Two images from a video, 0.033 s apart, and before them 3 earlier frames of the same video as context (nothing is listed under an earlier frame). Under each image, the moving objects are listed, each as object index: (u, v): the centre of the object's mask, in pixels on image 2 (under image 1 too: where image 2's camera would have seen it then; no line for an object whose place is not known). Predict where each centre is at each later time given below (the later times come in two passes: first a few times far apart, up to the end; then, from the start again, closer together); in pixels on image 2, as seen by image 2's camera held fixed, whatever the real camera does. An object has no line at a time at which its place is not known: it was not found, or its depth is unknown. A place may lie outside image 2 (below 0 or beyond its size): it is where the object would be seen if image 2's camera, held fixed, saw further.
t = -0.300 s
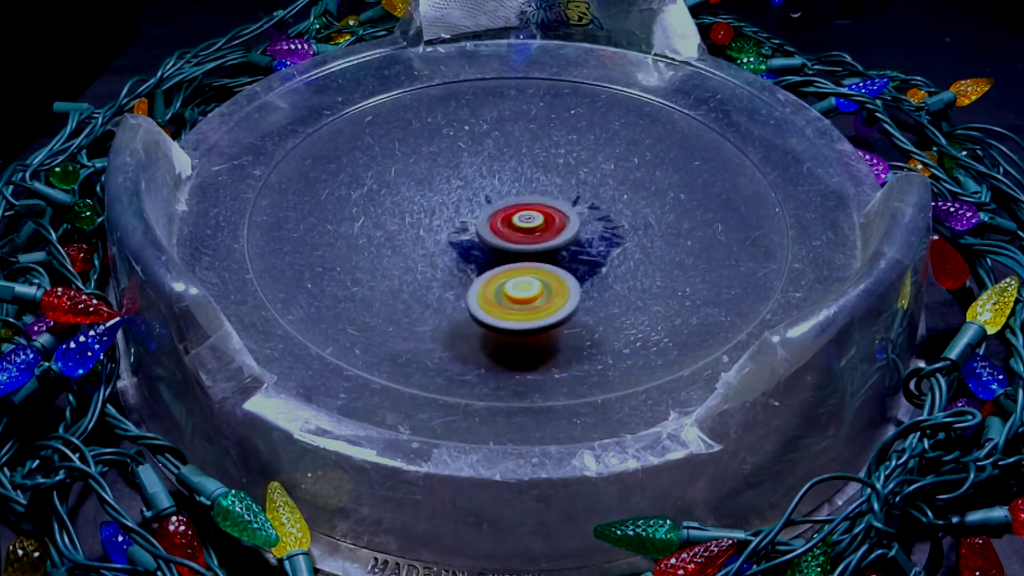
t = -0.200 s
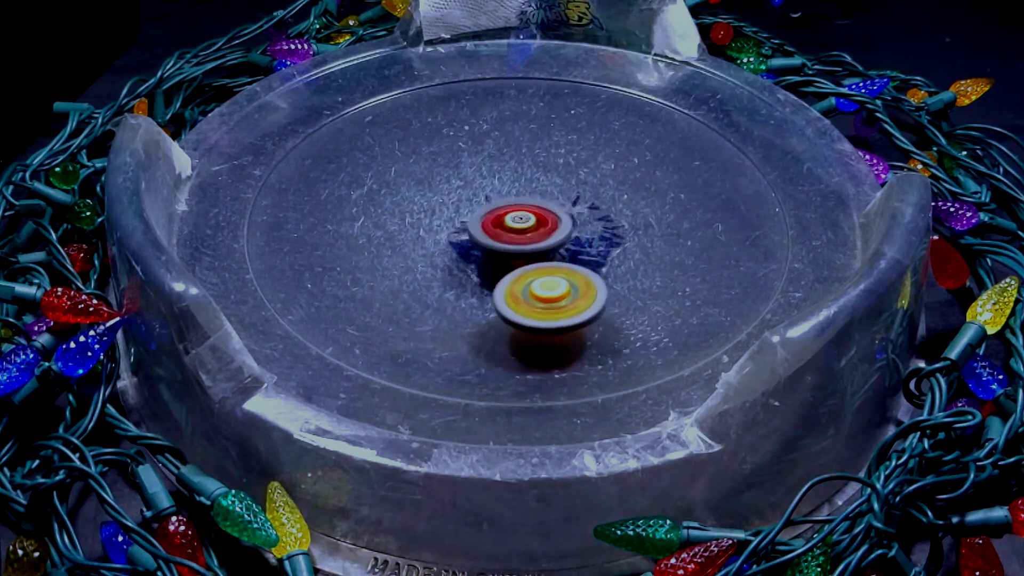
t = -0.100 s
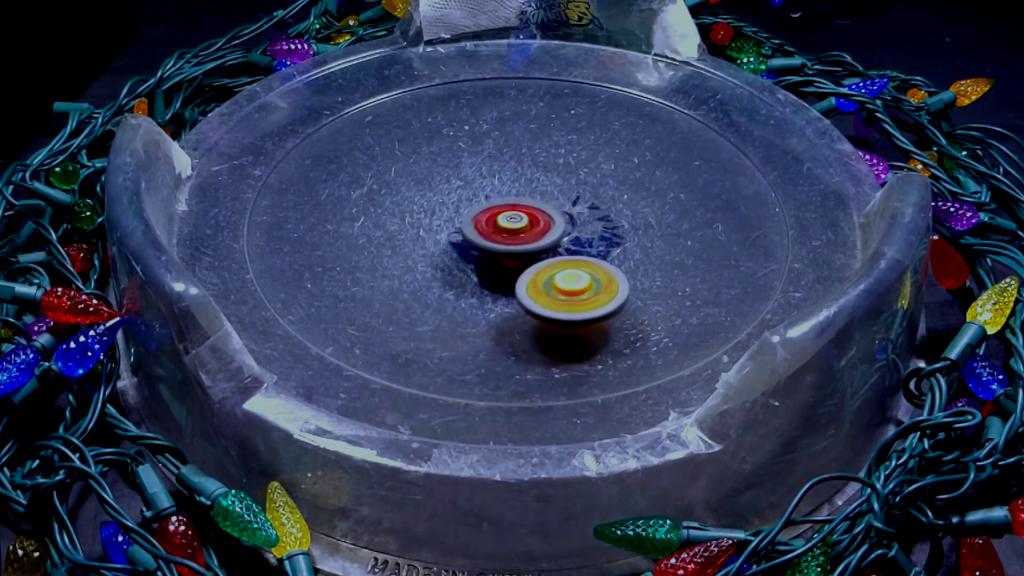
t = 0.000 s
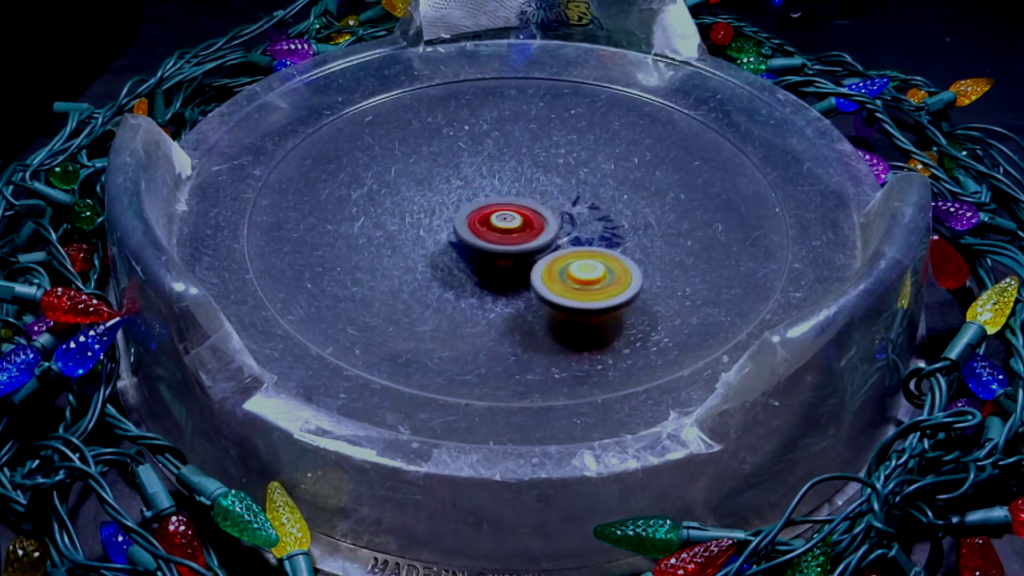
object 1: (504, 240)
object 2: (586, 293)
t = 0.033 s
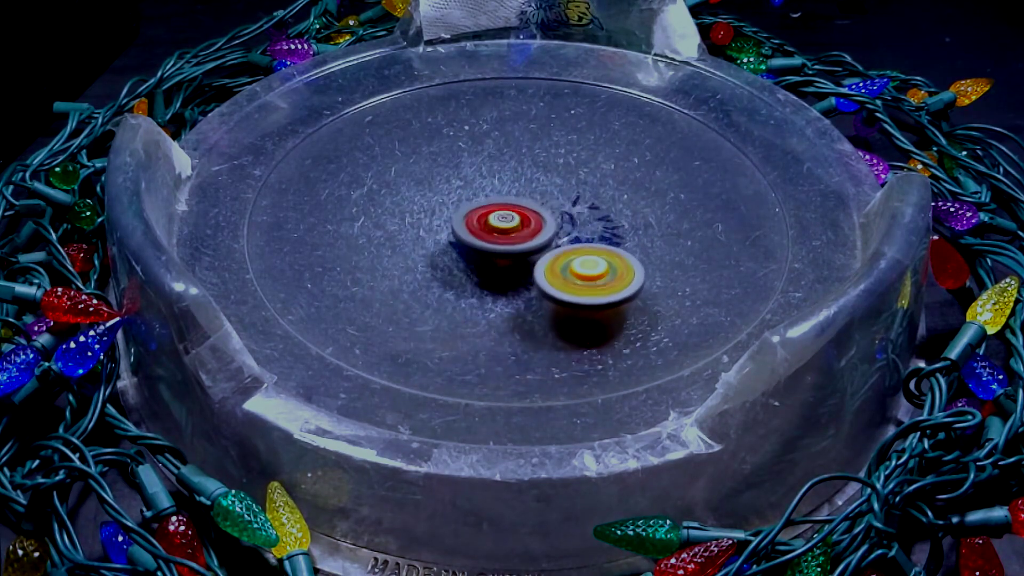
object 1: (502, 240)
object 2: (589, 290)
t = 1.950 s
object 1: (568, 263)
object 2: (550, 184)
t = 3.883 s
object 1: (457, 231)
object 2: (597, 220)
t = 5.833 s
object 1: (538, 233)
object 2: (424, 263)
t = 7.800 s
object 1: (504, 259)
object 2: (577, 199)
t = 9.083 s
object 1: (585, 240)
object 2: (399, 128)
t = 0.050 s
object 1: (502, 240)
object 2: (590, 287)
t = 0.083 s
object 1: (500, 240)
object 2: (592, 284)
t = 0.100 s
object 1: (499, 240)
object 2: (592, 281)
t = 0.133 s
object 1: (498, 239)
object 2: (593, 276)
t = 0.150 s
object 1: (497, 239)
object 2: (593, 274)
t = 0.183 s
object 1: (496, 238)
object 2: (592, 270)
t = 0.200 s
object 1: (496, 238)
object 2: (592, 267)
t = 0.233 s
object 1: (490, 226)
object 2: (595, 263)
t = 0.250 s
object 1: (487, 225)
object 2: (596, 262)
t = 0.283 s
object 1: (484, 222)
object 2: (596, 257)
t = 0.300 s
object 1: (482, 221)
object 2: (594, 255)
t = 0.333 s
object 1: (480, 221)
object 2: (592, 250)
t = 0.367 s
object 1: (478, 216)
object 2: (589, 246)
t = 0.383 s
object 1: (478, 218)
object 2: (587, 243)
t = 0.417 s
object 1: (476, 216)
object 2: (583, 238)
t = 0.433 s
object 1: (475, 212)
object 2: (581, 236)
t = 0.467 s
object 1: (474, 211)
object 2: (577, 232)
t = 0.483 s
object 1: (472, 213)
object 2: (578, 230)
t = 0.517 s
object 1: (469, 209)
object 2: (577, 226)
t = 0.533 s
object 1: (468, 209)
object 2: (576, 225)
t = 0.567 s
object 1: (467, 207)
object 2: (573, 222)
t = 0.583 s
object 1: (463, 206)
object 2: (576, 219)
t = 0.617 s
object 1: (451, 203)
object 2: (584, 212)
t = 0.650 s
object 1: (444, 201)
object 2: (586, 208)
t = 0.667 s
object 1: (442, 201)
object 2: (588, 208)
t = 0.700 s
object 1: (439, 199)
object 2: (584, 201)
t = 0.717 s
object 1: (439, 197)
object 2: (582, 200)
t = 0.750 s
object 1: (437, 197)
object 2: (579, 196)
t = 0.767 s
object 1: (437, 198)
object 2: (578, 194)
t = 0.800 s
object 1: (437, 197)
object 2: (575, 191)
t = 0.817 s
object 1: (436, 198)
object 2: (573, 190)
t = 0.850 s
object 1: (436, 196)
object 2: (569, 188)
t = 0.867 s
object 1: (436, 198)
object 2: (567, 187)
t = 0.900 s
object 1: (437, 197)
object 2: (563, 185)
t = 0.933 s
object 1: (437, 197)
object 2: (561, 185)
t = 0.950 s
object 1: (438, 197)
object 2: (556, 182)
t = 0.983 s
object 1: (440, 197)
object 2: (551, 181)
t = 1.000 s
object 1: (441, 197)
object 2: (548, 181)
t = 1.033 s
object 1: (444, 197)
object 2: (543, 181)
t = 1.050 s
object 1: (445, 208)
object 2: (540, 181)
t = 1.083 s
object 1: (439, 198)
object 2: (546, 178)
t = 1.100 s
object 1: (426, 201)
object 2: (558, 173)
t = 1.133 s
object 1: (408, 217)
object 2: (576, 167)
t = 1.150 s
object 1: (404, 219)
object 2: (582, 164)
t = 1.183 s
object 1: (403, 221)
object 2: (587, 161)
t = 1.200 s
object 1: (403, 222)
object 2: (587, 160)
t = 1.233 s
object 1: (407, 227)
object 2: (587, 158)
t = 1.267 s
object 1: (411, 229)
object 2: (586, 157)
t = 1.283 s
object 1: (413, 231)
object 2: (585, 156)
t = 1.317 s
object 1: (419, 234)
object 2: (583, 156)
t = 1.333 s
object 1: (422, 235)
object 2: (582, 156)
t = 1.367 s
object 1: (428, 238)
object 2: (578, 156)
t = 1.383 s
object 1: (432, 239)
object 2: (577, 157)
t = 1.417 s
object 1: (439, 241)
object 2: (572, 158)
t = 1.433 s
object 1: (443, 242)
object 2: (570, 158)
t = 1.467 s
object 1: (451, 245)
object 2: (566, 160)
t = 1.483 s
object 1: (454, 244)
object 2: (564, 161)
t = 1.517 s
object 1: (463, 246)
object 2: (561, 164)
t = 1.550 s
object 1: (471, 246)
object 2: (557, 168)
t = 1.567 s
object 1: (475, 246)
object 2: (556, 170)
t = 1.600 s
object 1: (482, 246)
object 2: (553, 174)
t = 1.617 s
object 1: (486, 246)
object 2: (552, 175)
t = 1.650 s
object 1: (495, 246)
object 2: (552, 177)
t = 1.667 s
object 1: (501, 246)
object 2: (552, 177)
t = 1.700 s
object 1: (511, 246)
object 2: (551, 178)
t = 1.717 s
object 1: (514, 249)
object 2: (553, 177)
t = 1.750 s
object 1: (517, 256)
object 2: (558, 175)
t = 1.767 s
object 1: (520, 259)
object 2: (560, 175)
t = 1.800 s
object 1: (530, 263)
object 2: (562, 175)
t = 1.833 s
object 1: (540, 265)
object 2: (560, 177)
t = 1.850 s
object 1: (544, 265)
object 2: (559, 177)
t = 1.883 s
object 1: (553, 265)
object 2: (556, 179)
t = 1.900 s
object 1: (558, 265)
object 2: (555, 180)
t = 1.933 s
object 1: (565, 264)
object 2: (552, 182)
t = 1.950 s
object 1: (568, 263)
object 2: (550, 184)
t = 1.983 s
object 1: (573, 262)
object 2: (547, 187)
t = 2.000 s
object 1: (575, 261)
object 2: (545, 189)
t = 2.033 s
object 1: (580, 260)
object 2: (542, 194)
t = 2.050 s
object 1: (582, 260)
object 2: (541, 196)
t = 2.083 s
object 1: (597, 276)
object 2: (531, 187)
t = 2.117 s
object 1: (615, 288)
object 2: (522, 174)
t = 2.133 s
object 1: (625, 292)
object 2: (518, 170)
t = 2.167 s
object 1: (647, 295)
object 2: (510, 166)
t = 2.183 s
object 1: (660, 295)
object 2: (505, 166)
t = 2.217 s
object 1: (685, 291)
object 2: (496, 168)
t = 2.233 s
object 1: (696, 289)
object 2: (491, 170)
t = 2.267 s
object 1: (709, 284)
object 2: (482, 173)
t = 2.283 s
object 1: (713, 282)
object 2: (477, 175)
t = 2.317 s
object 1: (717, 278)
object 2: (469, 179)
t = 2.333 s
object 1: (718, 277)
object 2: (465, 181)
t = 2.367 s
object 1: (719, 274)
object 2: (458, 186)
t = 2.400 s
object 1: (720, 272)
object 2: (452, 192)
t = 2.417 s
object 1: (720, 271)
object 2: (449, 194)
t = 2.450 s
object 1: (719, 268)
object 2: (445, 199)
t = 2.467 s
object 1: (719, 267)
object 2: (443, 202)
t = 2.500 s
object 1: (716, 264)
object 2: (440, 207)
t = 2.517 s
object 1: (714, 263)
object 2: (440, 210)
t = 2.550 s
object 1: (710, 260)
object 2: (438, 216)
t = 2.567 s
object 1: (708, 258)
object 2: (438, 218)
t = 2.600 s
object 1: (702, 254)
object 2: (438, 224)
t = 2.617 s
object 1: (698, 253)
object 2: (438, 227)
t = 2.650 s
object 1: (686, 248)
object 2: (440, 232)
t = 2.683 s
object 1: (670, 242)
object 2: (441, 236)
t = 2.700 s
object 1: (662, 240)
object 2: (443, 239)
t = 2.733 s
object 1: (640, 235)
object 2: (445, 244)
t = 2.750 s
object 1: (629, 232)
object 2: (447, 246)
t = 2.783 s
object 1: (601, 228)
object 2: (451, 250)
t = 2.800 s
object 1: (588, 227)
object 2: (453, 252)
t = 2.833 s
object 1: (558, 227)
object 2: (458, 257)
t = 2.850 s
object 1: (545, 223)
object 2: (458, 259)
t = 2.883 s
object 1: (530, 218)
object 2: (450, 266)
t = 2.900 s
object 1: (521, 214)
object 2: (450, 268)
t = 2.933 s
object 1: (503, 208)
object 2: (453, 273)
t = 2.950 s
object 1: (493, 205)
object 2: (455, 275)
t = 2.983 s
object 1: (473, 202)
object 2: (459, 279)
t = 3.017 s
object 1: (455, 205)
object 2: (466, 283)
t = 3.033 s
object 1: (446, 208)
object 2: (468, 284)
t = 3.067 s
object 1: (433, 213)
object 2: (473, 286)
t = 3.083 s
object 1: (427, 217)
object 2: (476, 287)
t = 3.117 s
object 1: (417, 224)
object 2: (482, 288)
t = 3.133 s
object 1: (415, 227)
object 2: (486, 289)
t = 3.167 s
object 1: (411, 231)
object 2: (491, 289)
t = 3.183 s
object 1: (410, 232)
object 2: (494, 290)
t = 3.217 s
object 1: (409, 234)
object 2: (500, 290)
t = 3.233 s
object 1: (409, 235)
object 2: (503, 290)
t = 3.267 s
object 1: (409, 237)
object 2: (509, 288)
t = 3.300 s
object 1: (409, 239)
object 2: (515, 287)
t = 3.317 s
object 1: (409, 240)
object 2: (517, 287)
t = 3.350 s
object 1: (410, 241)
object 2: (522, 285)
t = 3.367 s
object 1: (411, 242)
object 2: (524, 284)
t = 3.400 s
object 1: (413, 244)
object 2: (528, 281)
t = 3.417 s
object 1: (415, 245)
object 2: (530, 280)
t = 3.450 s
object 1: (419, 235)
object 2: (534, 278)
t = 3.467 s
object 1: (420, 240)
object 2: (535, 276)
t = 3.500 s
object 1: (425, 237)
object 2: (538, 273)
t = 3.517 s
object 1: (427, 238)
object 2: (539, 272)
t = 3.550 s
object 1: (431, 239)
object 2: (541, 268)
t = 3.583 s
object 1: (428, 237)
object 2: (555, 265)
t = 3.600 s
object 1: (424, 235)
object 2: (565, 264)
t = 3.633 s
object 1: (424, 233)
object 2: (577, 260)
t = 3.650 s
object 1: (424, 233)
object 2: (580, 257)
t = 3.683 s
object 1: (427, 233)
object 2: (586, 252)
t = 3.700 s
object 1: (430, 233)
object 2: (588, 249)
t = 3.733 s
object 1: (433, 234)
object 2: (592, 244)
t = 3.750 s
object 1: (436, 233)
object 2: (593, 241)
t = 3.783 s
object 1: (440, 232)
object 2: (595, 236)
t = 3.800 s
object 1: (443, 232)
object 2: (596, 233)
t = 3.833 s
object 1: (448, 232)
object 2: (597, 228)
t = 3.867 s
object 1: (454, 231)
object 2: (598, 222)
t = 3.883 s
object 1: (457, 231)
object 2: (597, 220)
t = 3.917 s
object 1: (462, 230)
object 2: (597, 215)
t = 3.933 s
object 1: (464, 230)
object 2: (596, 213)
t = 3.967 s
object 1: (470, 228)
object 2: (594, 209)
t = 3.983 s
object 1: (472, 227)
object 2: (593, 207)
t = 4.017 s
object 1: (480, 226)
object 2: (591, 203)
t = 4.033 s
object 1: (484, 225)
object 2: (589, 201)
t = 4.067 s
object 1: (494, 223)
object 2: (586, 198)
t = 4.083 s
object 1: (499, 221)
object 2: (584, 196)
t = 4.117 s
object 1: (499, 220)
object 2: (595, 186)
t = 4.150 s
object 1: (499, 219)
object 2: (607, 177)
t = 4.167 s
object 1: (501, 219)
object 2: (610, 173)
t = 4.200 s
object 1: (507, 219)
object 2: (611, 168)
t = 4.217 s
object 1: (510, 218)
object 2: (610, 166)
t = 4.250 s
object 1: (517, 216)
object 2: (608, 161)
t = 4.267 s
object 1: (520, 216)
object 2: (606, 159)
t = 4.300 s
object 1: (526, 214)
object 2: (603, 155)
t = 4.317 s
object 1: (529, 213)
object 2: (601, 153)
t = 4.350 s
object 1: (534, 210)
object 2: (597, 150)
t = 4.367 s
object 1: (536, 215)
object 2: (595, 148)
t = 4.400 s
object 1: (541, 213)
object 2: (592, 144)
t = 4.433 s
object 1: (546, 204)
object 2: (588, 141)
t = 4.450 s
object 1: (549, 203)
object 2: (586, 140)
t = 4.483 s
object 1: (552, 213)
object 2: (582, 139)
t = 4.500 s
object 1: (554, 212)
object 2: (579, 139)
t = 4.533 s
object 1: (554, 220)
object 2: (578, 135)
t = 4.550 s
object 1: (551, 226)
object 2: (578, 132)
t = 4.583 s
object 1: (550, 236)
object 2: (576, 127)
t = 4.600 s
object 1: (551, 241)
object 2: (573, 126)
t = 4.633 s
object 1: (554, 246)
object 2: (567, 124)
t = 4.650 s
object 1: (556, 247)
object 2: (564, 124)
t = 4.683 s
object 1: (561, 250)
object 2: (558, 124)
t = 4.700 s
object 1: (564, 250)
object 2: (555, 124)
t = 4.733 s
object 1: (568, 251)
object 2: (550, 125)
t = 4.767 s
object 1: (570, 251)
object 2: (545, 127)
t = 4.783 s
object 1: (572, 251)
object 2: (542, 128)
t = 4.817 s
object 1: (574, 251)
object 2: (538, 130)
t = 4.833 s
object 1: (575, 251)
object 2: (535, 131)
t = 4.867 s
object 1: (576, 252)
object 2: (530, 134)
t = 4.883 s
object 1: (577, 252)
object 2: (528, 136)
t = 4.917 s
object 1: (578, 252)
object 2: (523, 141)
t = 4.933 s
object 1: (578, 253)
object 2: (520, 144)
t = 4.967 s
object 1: (579, 252)
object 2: (515, 149)
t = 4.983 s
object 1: (579, 253)
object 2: (513, 152)
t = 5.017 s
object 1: (580, 253)
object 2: (508, 159)
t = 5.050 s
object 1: (579, 254)
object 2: (504, 166)
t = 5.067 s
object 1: (579, 254)
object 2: (502, 170)
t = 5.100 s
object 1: (578, 254)
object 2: (499, 177)
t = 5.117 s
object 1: (577, 254)
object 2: (498, 181)
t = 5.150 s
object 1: (576, 254)
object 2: (496, 188)
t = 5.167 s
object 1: (575, 254)
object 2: (495, 193)
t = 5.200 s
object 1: (573, 254)
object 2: (494, 200)
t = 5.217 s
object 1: (571, 254)
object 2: (493, 203)
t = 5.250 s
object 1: (568, 254)
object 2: (491, 210)
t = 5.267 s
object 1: (569, 257)
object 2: (489, 213)
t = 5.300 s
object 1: (580, 262)
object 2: (472, 207)
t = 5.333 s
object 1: (586, 267)
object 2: (456, 204)
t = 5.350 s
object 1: (588, 269)
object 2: (451, 203)
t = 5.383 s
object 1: (587, 270)
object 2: (443, 204)
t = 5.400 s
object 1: (587, 269)
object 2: (440, 205)
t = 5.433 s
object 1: (586, 268)
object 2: (438, 209)
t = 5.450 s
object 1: (585, 267)
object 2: (436, 212)
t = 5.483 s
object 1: (583, 265)
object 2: (433, 218)
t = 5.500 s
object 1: (582, 265)
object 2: (431, 221)
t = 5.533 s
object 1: (580, 262)
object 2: (426, 225)
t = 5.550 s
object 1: (578, 261)
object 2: (424, 228)
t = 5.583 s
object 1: (576, 259)
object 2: (422, 233)
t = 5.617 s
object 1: (572, 257)
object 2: (420, 237)
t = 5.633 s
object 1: (570, 255)
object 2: (419, 240)
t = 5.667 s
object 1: (567, 253)
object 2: (418, 245)
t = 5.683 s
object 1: (566, 252)
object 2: (417, 247)
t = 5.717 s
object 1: (562, 249)
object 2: (418, 251)
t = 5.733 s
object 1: (561, 247)
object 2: (418, 253)
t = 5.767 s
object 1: (556, 244)
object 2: (419, 256)
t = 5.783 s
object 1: (552, 242)
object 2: (420, 258)
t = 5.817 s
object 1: (543, 235)
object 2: (422, 261)
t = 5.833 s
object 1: (538, 233)
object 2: (424, 263)
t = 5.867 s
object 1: (528, 221)
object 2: (427, 266)
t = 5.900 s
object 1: (517, 220)
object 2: (431, 269)
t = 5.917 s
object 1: (511, 216)
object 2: (433, 270)
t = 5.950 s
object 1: (501, 209)
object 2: (437, 272)
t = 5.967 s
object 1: (494, 206)
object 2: (439, 273)
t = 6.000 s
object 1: (483, 199)
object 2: (444, 273)
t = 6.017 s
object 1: (478, 196)
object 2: (446, 274)
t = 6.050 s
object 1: (473, 195)
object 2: (452, 275)
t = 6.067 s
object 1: (468, 194)
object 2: (454, 275)
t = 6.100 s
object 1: (463, 192)
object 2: (459, 276)
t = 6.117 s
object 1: (461, 192)
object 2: (462, 275)
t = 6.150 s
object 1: (457, 192)
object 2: (469, 276)
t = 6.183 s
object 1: (455, 192)
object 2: (475, 275)
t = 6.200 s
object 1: (454, 192)
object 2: (478, 275)
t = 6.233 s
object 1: (455, 189)
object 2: (484, 274)
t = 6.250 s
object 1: (452, 192)
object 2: (488, 273)
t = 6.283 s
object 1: (453, 189)
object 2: (493, 272)
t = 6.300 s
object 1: (450, 194)
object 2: (496, 271)
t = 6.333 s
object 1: (449, 196)
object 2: (502, 268)
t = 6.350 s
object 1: (449, 196)
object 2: (504, 267)
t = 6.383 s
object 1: (450, 192)
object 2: (510, 265)
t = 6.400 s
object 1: (448, 198)
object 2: (513, 264)
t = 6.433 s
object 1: (448, 199)
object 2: (518, 261)
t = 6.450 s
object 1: (448, 200)
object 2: (520, 260)
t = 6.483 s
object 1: (449, 202)
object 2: (527, 256)
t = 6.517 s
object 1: (450, 203)
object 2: (533, 252)
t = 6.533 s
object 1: (452, 198)
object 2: (535, 250)
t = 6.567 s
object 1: (455, 199)
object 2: (541, 246)
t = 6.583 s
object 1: (456, 199)
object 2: (544, 244)
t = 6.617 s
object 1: (455, 194)
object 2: (553, 242)
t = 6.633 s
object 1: (455, 193)
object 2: (558, 240)
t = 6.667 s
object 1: (456, 194)
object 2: (564, 236)
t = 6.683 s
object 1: (457, 193)
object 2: (566, 235)
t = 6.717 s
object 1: (460, 195)
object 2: (571, 231)
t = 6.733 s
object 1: (461, 196)
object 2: (573, 230)
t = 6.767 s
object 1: (465, 198)
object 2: (577, 225)
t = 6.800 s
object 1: (468, 199)
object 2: (580, 222)
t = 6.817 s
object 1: (468, 202)
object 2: (582, 221)
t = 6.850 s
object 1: (472, 202)
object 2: (584, 218)
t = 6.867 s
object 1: (474, 202)
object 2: (585, 216)
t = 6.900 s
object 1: (477, 204)
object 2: (587, 213)
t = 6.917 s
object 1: (479, 206)
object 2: (588, 212)
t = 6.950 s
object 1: (484, 207)
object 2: (589, 209)
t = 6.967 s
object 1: (486, 209)
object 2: (589, 208)
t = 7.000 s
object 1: (485, 211)
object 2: (598, 203)
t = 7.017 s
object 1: (481, 212)
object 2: (604, 201)
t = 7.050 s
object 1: (480, 213)
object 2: (609, 197)
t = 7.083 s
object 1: (481, 214)
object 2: (612, 195)
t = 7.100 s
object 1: (483, 214)
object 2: (613, 193)
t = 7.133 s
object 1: (485, 216)
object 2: (615, 190)
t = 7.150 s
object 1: (486, 217)
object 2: (615, 189)
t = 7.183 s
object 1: (488, 219)
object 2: (616, 188)
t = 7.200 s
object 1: (489, 221)
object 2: (616, 187)
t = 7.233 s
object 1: (492, 222)
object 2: (615, 187)
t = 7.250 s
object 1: (493, 223)
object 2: (615, 186)
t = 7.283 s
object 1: (495, 225)
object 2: (613, 187)
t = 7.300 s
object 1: (496, 225)
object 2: (612, 186)
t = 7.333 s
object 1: (498, 229)
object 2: (611, 187)
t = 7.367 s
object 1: (502, 228)
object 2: (609, 187)
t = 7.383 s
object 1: (503, 229)
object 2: (608, 187)
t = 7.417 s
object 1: (505, 230)
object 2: (606, 188)
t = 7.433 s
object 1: (506, 230)
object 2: (605, 189)
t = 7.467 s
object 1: (508, 231)
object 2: (603, 190)
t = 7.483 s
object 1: (509, 231)
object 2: (601, 190)
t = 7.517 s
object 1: (511, 233)
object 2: (598, 193)
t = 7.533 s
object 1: (512, 233)
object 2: (597, 193)
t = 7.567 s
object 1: (514, 235)
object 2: (594, 195)
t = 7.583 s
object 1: (513, 241)
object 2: (592, 195)
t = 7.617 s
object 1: (514, 248)
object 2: (589, 197)
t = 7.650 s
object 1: (513, 249)
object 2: (586, 198)
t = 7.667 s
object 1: (513, 250)
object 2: (586, 198)
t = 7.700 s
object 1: (511, 252)
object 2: (584, 199)
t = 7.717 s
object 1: (512, 252)
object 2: (582, 198)
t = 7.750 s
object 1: (511, 252)
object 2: (579, 200)
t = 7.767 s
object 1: (512, 254)
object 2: (577, 200)
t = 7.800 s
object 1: (504, 259)
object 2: (577, 199)
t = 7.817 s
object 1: (501, 262)
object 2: (578, 199)
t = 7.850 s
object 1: (495, 268)
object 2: (576, 199)
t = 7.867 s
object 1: (492, 270)
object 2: (575, 199)
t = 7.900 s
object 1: (489, 273)
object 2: (570, 200)
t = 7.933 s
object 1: (484, 274)
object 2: (566, 201)
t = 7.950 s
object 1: (484, 275)
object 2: (564, 201)
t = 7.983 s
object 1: (483, 277)
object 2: (559, 201)
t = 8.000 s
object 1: (482, 277)
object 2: (556, 202)
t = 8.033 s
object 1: (482, 278)
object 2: (551, 202)
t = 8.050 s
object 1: (481, 279)
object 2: (548, 202)
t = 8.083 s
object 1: (482, 279)
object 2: (544, 204)
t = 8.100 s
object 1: (482, 279)
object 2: (541, 204)
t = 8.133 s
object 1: (481, 279)
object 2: (536, 206)
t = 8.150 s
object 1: (482, 279)
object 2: (534, 206)
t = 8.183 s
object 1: (482, 279)
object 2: (528, 206)
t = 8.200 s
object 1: (482, 279)
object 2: (527, 207)
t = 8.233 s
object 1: (484, 279)
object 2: (521, 206)
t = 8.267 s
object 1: (484, 278)
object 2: (516, 207)
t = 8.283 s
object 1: (485, 277)
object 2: (514, 207)
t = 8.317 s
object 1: (485, 277)
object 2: (510, 207)
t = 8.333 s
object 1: (477, 285)
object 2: (512, 204)
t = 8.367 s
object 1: (469, 298)
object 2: (519, 189)
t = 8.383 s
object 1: (465, 302)
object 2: (521, 182)
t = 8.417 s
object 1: (462, 295)
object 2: (523, 173)
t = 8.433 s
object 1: (463, 295)
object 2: (523, 169)
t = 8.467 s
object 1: (466, 295)
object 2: (519, 166)
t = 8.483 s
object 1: (468, 295)
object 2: (515, 164)
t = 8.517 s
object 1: (470, 296)
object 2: (509, 161)
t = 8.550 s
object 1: (473, 295)
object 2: (503, 159)
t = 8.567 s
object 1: (476, 294)
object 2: (500, 158)
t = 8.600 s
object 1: (479, 293)
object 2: (494, 156)
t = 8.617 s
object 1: (480, 291)
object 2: (491, 155)
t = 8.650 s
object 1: (485, 289)
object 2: (485, 155)
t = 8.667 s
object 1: (487, 289)
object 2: (482, 154)
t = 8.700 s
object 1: (490, 286)
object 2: (477, 153)
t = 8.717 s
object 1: (493, 285)
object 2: (474, 153)
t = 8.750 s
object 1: (498, 279)
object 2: (469, 154)
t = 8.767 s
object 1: (501, 279)
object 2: (467, 154)
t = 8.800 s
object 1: (507, 273)
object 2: (463, 156)
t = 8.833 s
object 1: (512, 272)
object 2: (460, 158)
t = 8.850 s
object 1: (514, 267)
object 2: (459, 159)
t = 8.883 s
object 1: (516, 257)
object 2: (455, 162)
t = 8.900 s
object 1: (518, 252)
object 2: (454, 164)
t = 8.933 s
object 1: (517, 241)
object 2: (452, 168)
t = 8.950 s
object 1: (516, 235)
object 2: (451, 169)
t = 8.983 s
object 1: (525, 231)
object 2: (442, 165)
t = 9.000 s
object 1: (539, 235)
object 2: (430, 153)
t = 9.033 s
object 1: (559, 241)
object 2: (413, 138)
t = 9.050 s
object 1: (569, 240)
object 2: (407, 132)
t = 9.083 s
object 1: (585, 240)
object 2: (399, 128)
